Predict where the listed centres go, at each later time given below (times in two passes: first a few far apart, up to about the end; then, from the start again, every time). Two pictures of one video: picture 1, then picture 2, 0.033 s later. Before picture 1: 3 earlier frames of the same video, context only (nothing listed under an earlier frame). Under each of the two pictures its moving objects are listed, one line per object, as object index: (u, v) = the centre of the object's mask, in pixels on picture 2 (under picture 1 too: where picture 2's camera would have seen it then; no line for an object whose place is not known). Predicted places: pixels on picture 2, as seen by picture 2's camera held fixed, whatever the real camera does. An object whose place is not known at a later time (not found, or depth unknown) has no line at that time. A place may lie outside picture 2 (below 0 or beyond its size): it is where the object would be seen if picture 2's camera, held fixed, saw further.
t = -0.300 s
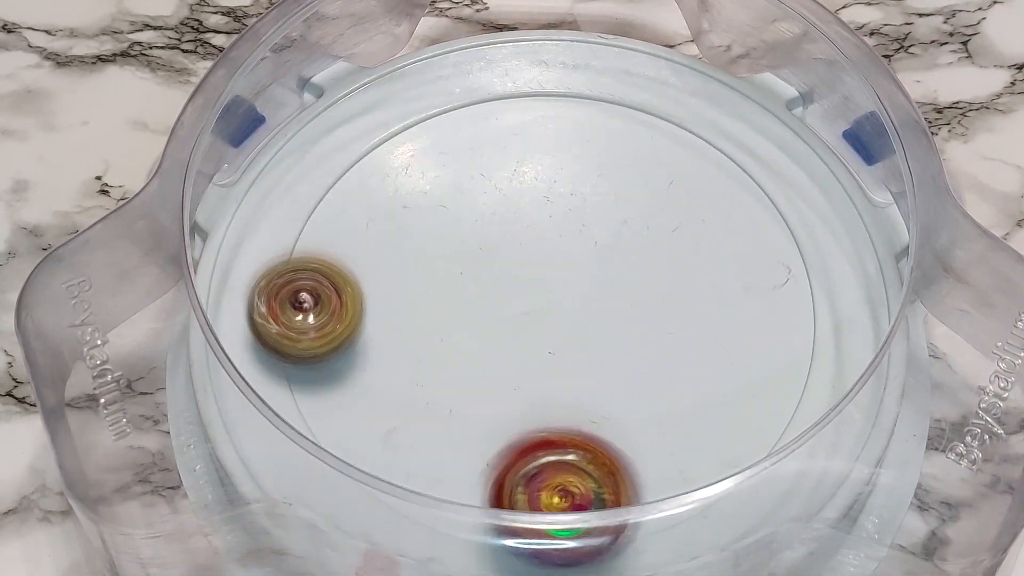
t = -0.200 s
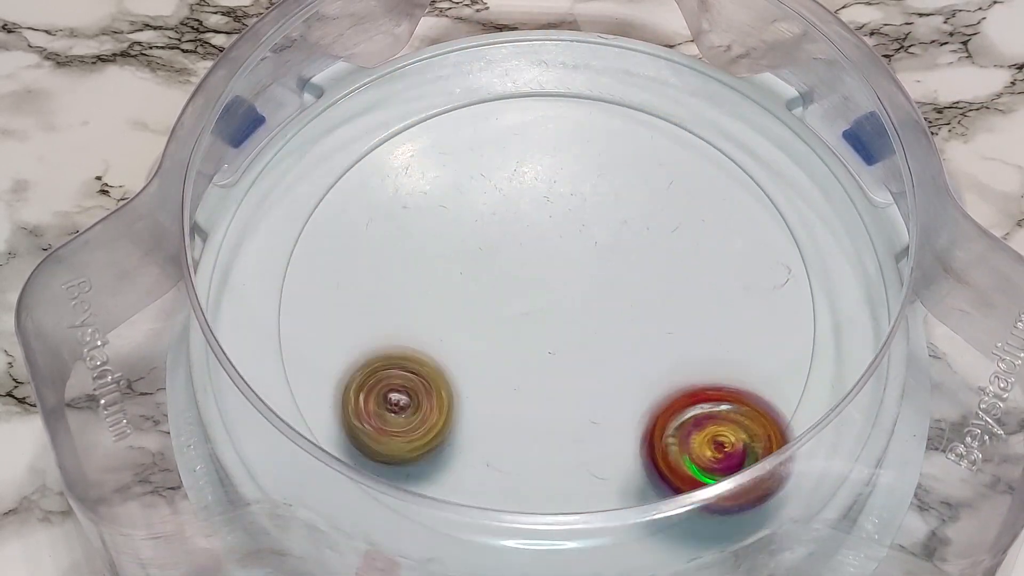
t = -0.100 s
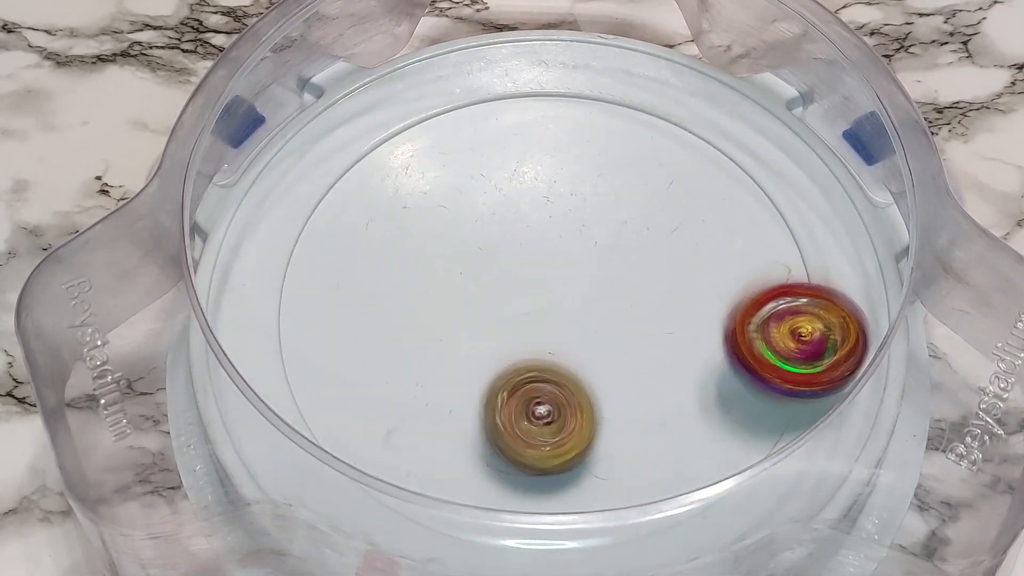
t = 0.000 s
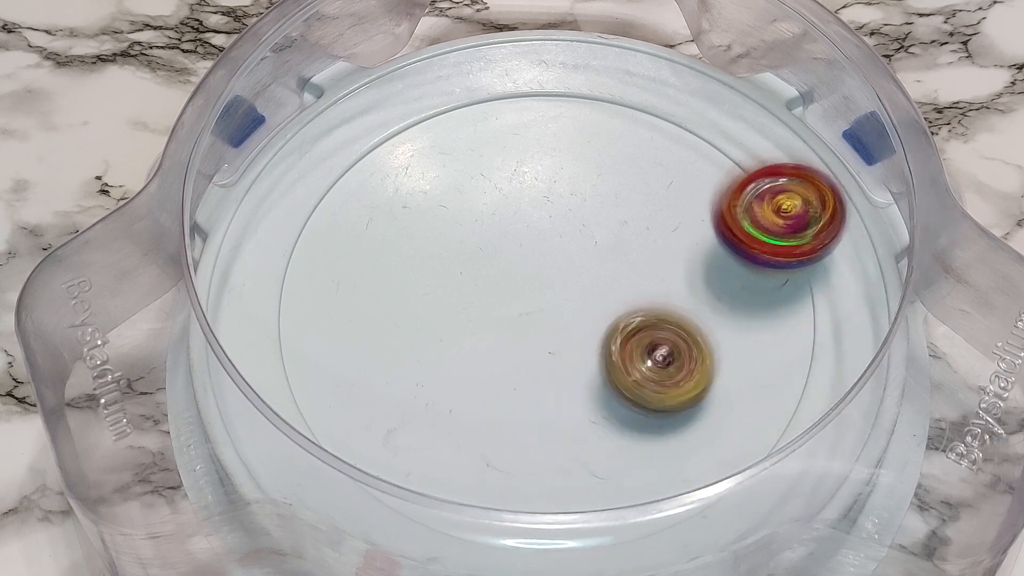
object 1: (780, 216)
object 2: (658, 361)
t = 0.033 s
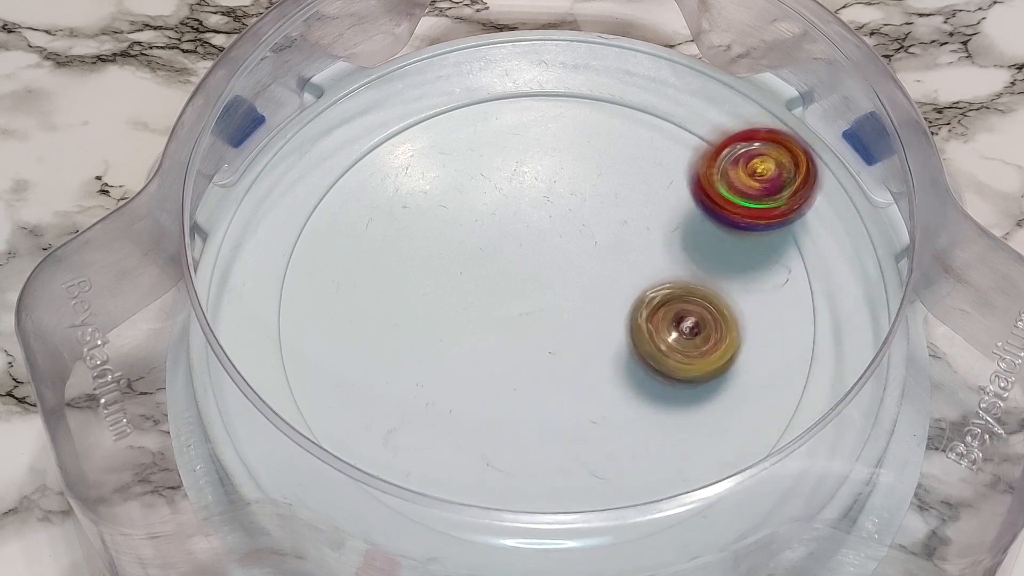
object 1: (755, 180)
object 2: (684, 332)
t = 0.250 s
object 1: (466, 73)
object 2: (705, 136)
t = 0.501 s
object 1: (288, 323)
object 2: (520, 108)
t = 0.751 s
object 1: (649, 450)
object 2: (454, 271)
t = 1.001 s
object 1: (763, 159)
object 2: (619, 346)
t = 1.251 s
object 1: (462, 76)
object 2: (720, 268)
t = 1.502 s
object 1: (314, 362)
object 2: (607, 197)
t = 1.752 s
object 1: (694, 464)
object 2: (522, 290)
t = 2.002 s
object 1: (767, 185)
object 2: (562, 384)
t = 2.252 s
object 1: (443, 77)
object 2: (637, 389)
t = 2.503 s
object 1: (299, 345)
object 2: (624, 328)
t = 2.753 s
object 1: (685, 443)
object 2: (549, 301)
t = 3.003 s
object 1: (758, 150)
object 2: (485, 311)
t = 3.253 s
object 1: (448, 83)
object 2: (450, 334)
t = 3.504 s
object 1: (308, 370)
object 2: (473, 340)
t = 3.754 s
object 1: (681, 470)
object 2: (499, 310)
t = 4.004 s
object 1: (774, 176)
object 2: (517, 269)
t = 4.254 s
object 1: (462, 72)
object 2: (523, 240)
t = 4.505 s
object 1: (292, 326)
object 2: (528, 224)
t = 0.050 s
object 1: (740, 163)
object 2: (695, 317)
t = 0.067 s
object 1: (722, 147)
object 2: (704, 301)
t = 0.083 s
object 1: (704, 133)
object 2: (711, 285)
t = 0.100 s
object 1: (683, 120)
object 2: (716, 269)
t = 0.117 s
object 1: (663, 109)
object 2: (721, 253)
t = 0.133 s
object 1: (640, 99)
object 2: (723, 236)
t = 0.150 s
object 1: (617, 91)
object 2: (724, 222)
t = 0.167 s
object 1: (593, 84)
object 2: (724, 206)
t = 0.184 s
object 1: (569, 79)
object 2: (722, 191)
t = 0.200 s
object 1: (543, 75)
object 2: (720, 176)
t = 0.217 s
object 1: (518, 74)
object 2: (715, 163)
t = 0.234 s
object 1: (492, 73)
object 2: (710, 150)
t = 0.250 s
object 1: (466, 73)
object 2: (705, 136)
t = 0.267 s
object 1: (441, 77)
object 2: (698, 124)
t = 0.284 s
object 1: (418, 83)
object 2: (690, 113)
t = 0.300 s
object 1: (400, 96)
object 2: (679, 105)
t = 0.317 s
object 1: (382, 111)
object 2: (666, 101)
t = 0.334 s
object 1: (364, 124)
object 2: (652, 98)
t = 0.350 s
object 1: (348, 142)
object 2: (639, 95)
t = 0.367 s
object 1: (330, 157)
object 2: (626, 94)
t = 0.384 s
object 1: (315, 174)
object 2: (613, 92)
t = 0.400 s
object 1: (304, 193)
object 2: (600, 92)
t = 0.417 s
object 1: (296, 215)
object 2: (587, 92)
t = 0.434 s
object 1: (290, 234)
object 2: (574, 93)
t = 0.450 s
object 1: (286, 256)
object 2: (560, 96)
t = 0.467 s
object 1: (283, 278)
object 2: (546, 99)
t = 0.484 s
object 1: (284, 301)
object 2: (533, 102)
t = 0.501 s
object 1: (288, 323)
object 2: (520, 108)
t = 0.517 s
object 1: (297, 345)
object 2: (507, 115)
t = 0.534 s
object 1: (310, 364)
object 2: (496, 122)
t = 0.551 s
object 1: (326, 383)
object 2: (485, 130)
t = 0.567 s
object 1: (344, 400)
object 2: (475, 139)
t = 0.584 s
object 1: (360, 423)
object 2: (467, 149)
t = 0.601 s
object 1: (389, 430)
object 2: (458, 160)
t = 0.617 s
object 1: (414, 442)
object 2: (452, 172)
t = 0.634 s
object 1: (441, 452)
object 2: (445, 185)
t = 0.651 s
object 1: (469, 459)
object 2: (442, 198)
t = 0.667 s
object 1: (499, 464)
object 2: (439, 210)
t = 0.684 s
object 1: (529, 467)
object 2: (439, 224)
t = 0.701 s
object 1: (559, 467)
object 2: (440, 236)
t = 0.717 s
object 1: (590, 464)
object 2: (444, 249)
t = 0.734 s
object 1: (620, 458)
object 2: (448, 260)
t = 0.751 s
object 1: (649, 450)
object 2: (454, 271)
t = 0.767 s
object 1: (678, 439)
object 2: (460, 281)
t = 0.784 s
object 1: (703, 427)
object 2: (469, 291)
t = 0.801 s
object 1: (728, 410)
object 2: (477, 299)
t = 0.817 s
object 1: (749, 393)
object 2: (487, 309)
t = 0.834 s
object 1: (769, 373)
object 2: (497, 315)
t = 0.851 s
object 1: (784, 351)
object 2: (509, 323)
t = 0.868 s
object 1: (796, 329)
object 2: (520, 328)
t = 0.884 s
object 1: (805, 306)
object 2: (532, 335)
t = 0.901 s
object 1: (811, 281)
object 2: (544, 338)
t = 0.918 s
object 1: (815, 259)
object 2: (557, 342)
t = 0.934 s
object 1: (813, 236)
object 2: (569, 344)
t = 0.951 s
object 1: (802, 217)
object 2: (582, 346)
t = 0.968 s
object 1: (789, 196)
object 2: (594, 347)
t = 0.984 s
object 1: (777, 178)
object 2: (607, 347)
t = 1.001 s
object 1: (763, 159)
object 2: (619, 346)
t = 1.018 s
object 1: (750, 142)
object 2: (631, 345)
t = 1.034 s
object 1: (735, 127)
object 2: (642, 342)
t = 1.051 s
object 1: (717, 114)
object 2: (653, 340)
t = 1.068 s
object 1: (697, 102)
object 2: (662, 336)
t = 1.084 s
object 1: (679, 93)
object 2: (672, 332)
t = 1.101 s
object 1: (658, 84)
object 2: (681, 327)
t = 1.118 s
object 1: (638, 76)
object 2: (689, 322)
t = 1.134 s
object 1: (616, 70)
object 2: (696, 316)
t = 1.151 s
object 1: (596, 66)
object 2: (702, 311)
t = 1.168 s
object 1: (573, 63)
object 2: (708, 304)
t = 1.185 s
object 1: (552, 63)
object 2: (712, 298)
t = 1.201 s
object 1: (529, 63)
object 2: (716, 291)
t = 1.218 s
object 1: (506, 66)
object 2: (718, 284)
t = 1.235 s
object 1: (484, 69)
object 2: (720, 276)
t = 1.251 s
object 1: (462, 76)
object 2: (720, 268)
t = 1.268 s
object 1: (441, 83)
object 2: (719, 260)
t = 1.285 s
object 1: (421, 94)
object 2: (718, 251)
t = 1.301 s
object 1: (400, 106)
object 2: (715, 242)
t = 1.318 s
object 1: (382, 120)
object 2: (711, 235)
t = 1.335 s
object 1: (364, 134)
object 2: (706, 227)
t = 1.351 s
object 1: (349, 153)
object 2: (699, 220)
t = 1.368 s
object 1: (335, 172)
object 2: (692, 213)
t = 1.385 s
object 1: (323, 193)
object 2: (683, 207)
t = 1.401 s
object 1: (312, 214)
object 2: (674, 202)
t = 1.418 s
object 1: (306, 238)
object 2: (664, 199)
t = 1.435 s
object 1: (301, 261)
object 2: (653, 196)
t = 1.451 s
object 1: (300, 287)
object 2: (642, 194)
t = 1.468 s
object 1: (301, 312)
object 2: (630, 194)
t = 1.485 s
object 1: (306, 339)
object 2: (619, 195)
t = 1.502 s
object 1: (314, 362)
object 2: (607, 197)
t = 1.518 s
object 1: (328, 384)
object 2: (596, 199)
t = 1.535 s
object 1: (341, 410)
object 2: (586, 204)
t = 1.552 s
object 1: (361, 434)
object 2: (576, 209)
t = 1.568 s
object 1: (380, 456)
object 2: (568, 214)
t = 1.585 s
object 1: (406, 471)
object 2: (560, 219)
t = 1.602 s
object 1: (435, 479)
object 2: (553, 226)
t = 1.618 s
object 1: (466, 488)
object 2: (546, 232)
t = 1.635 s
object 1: (495, 496)
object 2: (541, 239)
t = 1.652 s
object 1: (528, 502)
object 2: (537, 246)
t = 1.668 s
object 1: (558, 505)
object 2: (533, 254)
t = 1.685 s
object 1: (587, 499)
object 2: (530, 261)
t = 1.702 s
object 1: (616, 488)
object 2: (527, 268)
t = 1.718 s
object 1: (644, 483)
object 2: (525, 275)
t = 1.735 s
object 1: (669, 474)
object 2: (523, 283)
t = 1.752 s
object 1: (694, 464)
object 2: (522, 290)
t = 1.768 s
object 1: (714, 450)
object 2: (522, 298)
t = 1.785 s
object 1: (727, 427)
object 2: (522, 305)
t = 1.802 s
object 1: (744, 414)
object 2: (523, 311)
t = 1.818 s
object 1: (761, 398)
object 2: (523, 318)
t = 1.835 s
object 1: (774, 383)
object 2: (525, 326)
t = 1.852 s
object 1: (787, 365)
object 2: (527, 333)
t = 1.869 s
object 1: (796, 347)
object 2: (530, 339)
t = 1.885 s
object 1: (801, 326)
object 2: (533, 346)
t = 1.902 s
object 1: (805, 305)
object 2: (535, 352)
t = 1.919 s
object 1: (804, 283)
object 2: (539, 358)
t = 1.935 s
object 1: (802, 262)
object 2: (543, 364)
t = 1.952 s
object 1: (796, 241)
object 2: (547, 370)
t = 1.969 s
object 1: (789, 222)
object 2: (551, 375)
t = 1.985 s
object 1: (779, 203)
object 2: (556, 380)
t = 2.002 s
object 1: (767, 185)
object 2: (562, 384)
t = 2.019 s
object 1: (753, 167)
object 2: (568, 389)
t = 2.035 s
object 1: (736, 150)
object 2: (573, 392)
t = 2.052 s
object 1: (719, 134)
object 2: (578, 395)
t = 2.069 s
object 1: (700, 120)
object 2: (584, 398)
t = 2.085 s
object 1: (680, 107)
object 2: (590, 399)
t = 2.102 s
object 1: (657, 96)
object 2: (596, 401)
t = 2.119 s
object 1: (635, 86)
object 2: (601, 402)
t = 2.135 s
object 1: (610, 77)
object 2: (607, 402)
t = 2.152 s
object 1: (587, 72)
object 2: (612, 401)
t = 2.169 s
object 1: (563, 66)
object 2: (617, 400)
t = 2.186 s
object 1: (539, 64)
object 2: (622, 399)
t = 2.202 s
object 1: (513, 62)
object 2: (627, 397)
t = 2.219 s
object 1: (489, 63)
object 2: (630, 395)
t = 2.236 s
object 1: (465, 67)
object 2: (634, 392)
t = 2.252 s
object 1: (443, 77)
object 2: (637, 389)
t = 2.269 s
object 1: (421, 88)
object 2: (639, 385)
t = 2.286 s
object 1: (400, 99)
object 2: (641, 382)
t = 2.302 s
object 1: (379, 111)
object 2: (642, 378)
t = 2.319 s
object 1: (359, 122)
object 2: (643, 374)
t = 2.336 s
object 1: (344, 139)
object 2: (644, 369)
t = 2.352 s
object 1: (330, 156)
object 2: (644, 365)
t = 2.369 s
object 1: (317, 173)
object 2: (643, 361)
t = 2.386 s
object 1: (305, 192)
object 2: (643, 356)
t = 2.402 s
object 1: (296, 212)
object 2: (642, 352)
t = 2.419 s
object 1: (291, 234)
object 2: (640, 347)
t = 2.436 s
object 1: (285, 255)
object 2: (637, 343)
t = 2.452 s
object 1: (285, 277)
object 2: (635, 339)
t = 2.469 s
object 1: (285, 300)
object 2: (631, 335)
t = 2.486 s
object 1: (291, 323)
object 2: (628, 332)
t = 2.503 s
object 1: (299, 345)
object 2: (624, 328)
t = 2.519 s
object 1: (313, 365)
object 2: (620, 325)
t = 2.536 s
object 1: (328, 384)
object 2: (615, 322)
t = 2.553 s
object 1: (346, 401)
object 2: (611, 319)
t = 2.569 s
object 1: (367, 417)
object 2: (606, 316)
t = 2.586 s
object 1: (389, 430)
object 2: (601, 314)
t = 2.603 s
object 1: (415, 443)
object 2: (596, 311)
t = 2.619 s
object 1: (438, 464)
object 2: (590, 309)
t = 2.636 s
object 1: (468, 473)
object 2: (585, 308)
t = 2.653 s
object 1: (500, 467)
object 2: (580, 306)
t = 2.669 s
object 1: (532, 469)
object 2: (574, 305)
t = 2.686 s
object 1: (563, 469)
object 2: (569, 304)
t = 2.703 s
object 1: (594, 467)
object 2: (564, 303)
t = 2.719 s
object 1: (626, 462)
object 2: (558, 303)
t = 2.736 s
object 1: (657, 454)
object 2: (554, 302)
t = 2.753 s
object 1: (685, 443)
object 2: (549, 301)
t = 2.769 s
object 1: (711, 430)
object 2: (544, 302)
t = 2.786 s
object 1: (735, 414)
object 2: (539, 302)
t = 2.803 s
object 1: (756, 397)
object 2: (535, 302)
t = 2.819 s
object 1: (775, 379)
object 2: (530, 302)
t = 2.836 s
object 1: (792, 358)
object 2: (526, 303)
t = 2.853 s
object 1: (805, 338)
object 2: (521, 303)
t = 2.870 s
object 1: (815, 315)
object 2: (517, 304)
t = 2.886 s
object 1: (816, 293)
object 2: (513, 305)
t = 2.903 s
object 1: (811, 270)
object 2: (508, 305)
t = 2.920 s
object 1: (808, 249)
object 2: (505, 307)
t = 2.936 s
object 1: (802, 227)
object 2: (500, 307)
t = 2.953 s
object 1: (797, 205)
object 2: (497, 308)
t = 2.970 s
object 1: (788, 184)
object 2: (493, 309)
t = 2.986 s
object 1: (774, 167)
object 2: (489, 311)
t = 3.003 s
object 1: (758, 150)
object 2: (485, 311)
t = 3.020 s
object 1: (743, 133)
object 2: (482, 312)
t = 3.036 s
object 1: (727, 119)
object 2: (478, 314)
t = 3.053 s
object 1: (709, 108)
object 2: (475, 315)
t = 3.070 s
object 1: (689, 98)
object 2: (471, 317)
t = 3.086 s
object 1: (669, 89)
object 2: (468, 318)
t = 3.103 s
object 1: (650, 81)
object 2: (465, 320)
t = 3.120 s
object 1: (628, 75)
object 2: (462, 321)
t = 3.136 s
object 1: (608, 69)
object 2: (460, 323)
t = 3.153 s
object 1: (585, 66)
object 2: (457, 325)
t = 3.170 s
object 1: (563, 65)
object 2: (455, 326)
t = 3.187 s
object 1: (540, 64)
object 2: (453, 328)
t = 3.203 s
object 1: (517, 66)
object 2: (452, 330)
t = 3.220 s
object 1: (494, 69)
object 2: (451, 331)
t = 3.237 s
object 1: (471, 74)
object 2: (450, 333)
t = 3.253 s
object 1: (448, 83)
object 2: (450, 334)
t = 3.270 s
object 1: (426, 92)
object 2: (450, 336)
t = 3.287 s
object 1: (407, 103)
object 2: (451, 338)
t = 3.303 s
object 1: (386, 115)
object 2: (451, 339)
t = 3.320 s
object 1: (367, 130)
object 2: (452, 340)
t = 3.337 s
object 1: (349, 147)
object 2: (453, 342)
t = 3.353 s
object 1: (333, 165)
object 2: (454, 342)
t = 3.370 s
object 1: (319, 185)
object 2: (456, 343)
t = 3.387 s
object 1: (309, 206)
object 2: (457, 344)
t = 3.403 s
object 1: (298, 229)
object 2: (458, 344)
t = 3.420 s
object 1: (292, 252)
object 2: (461, 345)
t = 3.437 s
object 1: (288, 276)
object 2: (463, 344)
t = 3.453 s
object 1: (287, 301)
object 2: (465, 344)
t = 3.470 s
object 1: (289, 326)
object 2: (467, 343)
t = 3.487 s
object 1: (296, 348)
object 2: (469, 342)
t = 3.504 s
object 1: (308, 370)
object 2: (473, 340)
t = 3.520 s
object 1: (317, 395)
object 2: (475, 339)
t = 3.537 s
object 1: (344, 408)
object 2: (478, 337)
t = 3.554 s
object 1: (357, 436)
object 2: (480, 336)
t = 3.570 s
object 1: (380, 454)
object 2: (482, 333)
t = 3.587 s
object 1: (404, 469)
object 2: (484, 332)
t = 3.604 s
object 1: (432, 481)
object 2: (485, 329)
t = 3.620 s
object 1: (459, 488)
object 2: (487, 327)
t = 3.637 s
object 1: (489, 496)
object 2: (489, 325)
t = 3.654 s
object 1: (519, 500)
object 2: (489, 323)
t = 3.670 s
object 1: (548, 501)
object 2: (491, 321)
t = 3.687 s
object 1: (577, 495)
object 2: (492, 319)
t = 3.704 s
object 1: (605, 490)
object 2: (494, 316)
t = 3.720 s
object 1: (631, 485)
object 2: (496, 314)
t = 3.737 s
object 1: (655, 479)
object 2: (497, 312)
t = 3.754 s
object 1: (681, 470)
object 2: (499, 310)
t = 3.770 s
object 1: (705, 457)
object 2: (501, 307)
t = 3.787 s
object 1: (728, 443)
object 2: (502, 304)
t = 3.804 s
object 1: (740, 419)
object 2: (503, 302)
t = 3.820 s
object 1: (759, 403)
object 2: (506, 299)
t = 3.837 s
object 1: (774, 386)
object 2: (507, 296)
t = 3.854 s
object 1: (788, 367)
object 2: (510, 294)
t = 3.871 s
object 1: (797, 349)
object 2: (511, 291)
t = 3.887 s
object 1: (803, 327)
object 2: (513, 288)
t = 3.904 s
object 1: (807, 306)
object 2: (514, 285)
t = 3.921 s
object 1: (808, 283)
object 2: (515, 282)
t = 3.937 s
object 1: (807, 261)
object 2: (515, 280)
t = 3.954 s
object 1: (802, 240)
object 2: (516, 277)
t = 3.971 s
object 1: (796, 218)
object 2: (516, 275)
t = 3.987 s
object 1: (786, 197)
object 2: (517, 272)
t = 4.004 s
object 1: (774, 176)
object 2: (517, 269)
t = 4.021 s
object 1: (760, 158)
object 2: (517, 267)
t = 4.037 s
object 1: (744, 140)
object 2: (518, 265)
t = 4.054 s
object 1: (728, 126)
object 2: (518, 262)
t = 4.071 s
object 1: (710, 111)
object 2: (519, 260)
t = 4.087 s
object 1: (692, 98)
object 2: (519, 258)
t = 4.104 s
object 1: (673, 85)
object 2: (519, 255)
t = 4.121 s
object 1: (650, 76)
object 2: (519, 254)
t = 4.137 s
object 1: (626, 69)
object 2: (520, 251)
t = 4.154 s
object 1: (602, 63)
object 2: (520, 250)
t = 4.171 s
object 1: (578, 60)
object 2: (520, 248)
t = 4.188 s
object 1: (555, 57)
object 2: (521, 246)
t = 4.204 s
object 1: (530, 60)
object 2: (521, 245)
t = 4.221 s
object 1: (506, 62)
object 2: (522, 243)
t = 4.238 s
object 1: (484, 67)
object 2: (523, 241)
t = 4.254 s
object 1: (462, 72)
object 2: (523, 240)
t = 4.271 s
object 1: (441, 79)
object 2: (523, 238)
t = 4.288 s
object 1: (420, 88)
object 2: (524, 236)
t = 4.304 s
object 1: (400, 99)
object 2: (525, 234)
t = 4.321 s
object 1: (380, 111)
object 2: (525, 233)
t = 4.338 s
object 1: (362, 123)
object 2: (525, 232)
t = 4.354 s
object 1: (346, 138)
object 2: (526, 231)
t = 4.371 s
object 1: (331, 154)
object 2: (526, 230)
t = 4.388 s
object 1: (318, 173)
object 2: (526, 228)
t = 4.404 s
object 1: (305, 192)
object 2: (526, 228)
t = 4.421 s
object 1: (296, 212)
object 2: (526, 227)
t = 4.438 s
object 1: (290, 234)
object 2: (527, 226)
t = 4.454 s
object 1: (286, 256)
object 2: (527, 225)
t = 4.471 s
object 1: (285, 279)
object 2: (528, 225)
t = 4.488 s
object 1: (287, 302)
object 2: (528, 224)
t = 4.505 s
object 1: (292, 326)
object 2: (528, 224)
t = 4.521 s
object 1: (301, 348)
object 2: (529, 224)
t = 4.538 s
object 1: (315, 369)
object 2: (529, 225)
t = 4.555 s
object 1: (332, 389)
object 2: (530, 224)
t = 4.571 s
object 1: (355, 408)
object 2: (530, 225)
